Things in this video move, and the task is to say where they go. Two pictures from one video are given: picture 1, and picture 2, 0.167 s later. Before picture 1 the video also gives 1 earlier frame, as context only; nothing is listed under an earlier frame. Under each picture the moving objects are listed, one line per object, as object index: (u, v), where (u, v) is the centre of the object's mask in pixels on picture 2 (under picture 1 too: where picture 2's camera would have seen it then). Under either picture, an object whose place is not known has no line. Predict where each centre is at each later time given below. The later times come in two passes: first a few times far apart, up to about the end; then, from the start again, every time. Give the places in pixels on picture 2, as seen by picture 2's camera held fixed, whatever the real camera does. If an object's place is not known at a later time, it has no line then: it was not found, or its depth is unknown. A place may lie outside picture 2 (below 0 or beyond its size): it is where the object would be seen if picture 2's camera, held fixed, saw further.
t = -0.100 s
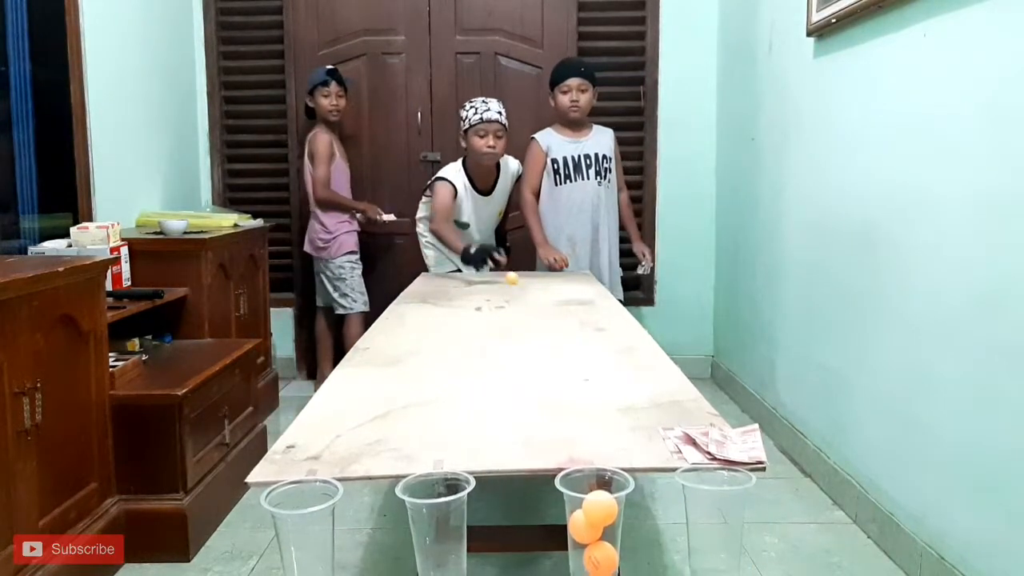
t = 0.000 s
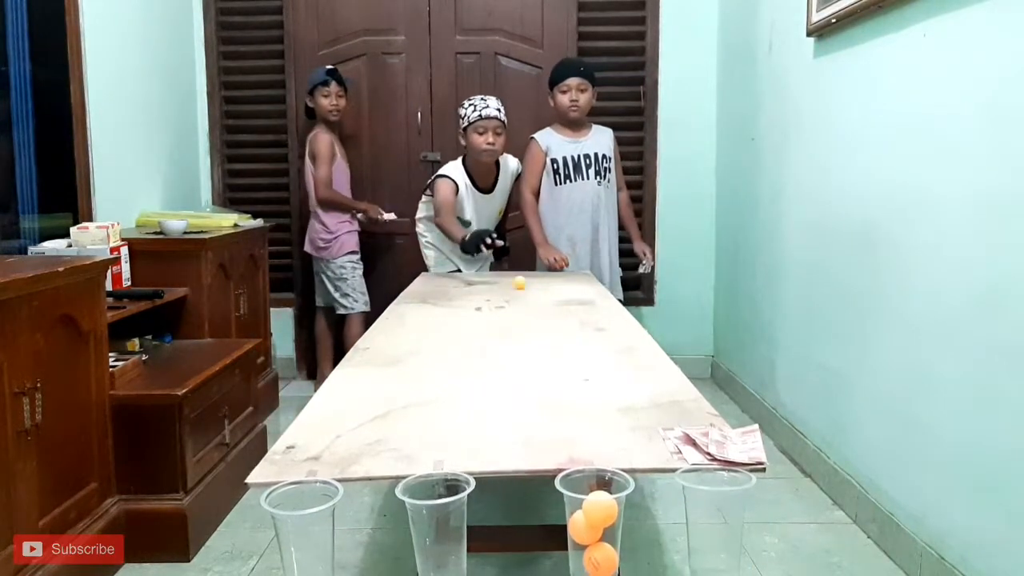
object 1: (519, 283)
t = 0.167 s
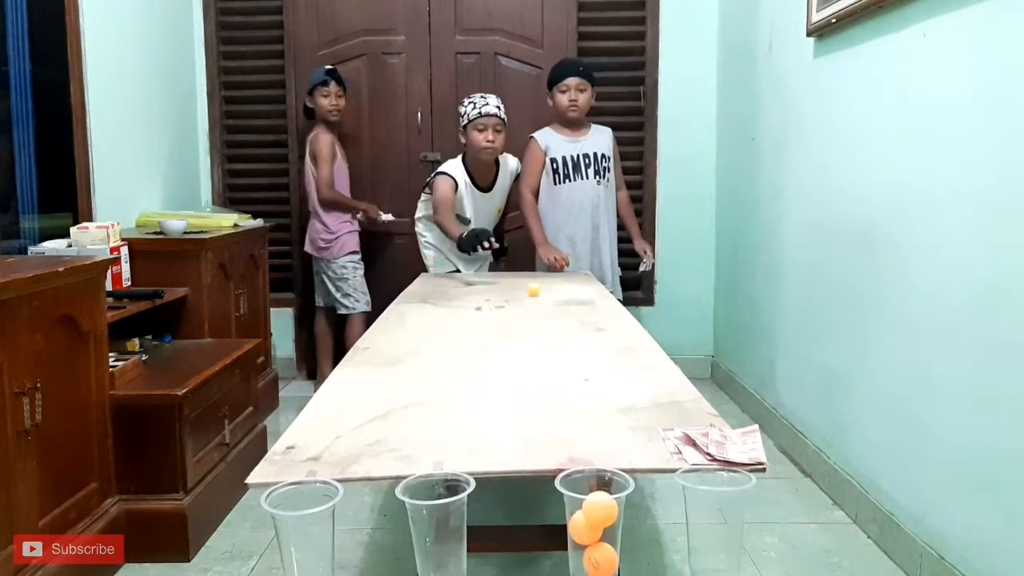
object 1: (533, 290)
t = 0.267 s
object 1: (542, 296)
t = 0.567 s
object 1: (570, 313)
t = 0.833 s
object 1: (598, 332)
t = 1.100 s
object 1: (630, 357)
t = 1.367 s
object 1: (667, 391)
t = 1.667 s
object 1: (706, 431)
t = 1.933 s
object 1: (703, 504)
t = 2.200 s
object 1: (705, 558)
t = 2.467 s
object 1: (715, 557)
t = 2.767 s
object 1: (715, 556)
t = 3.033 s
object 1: (715, 557)
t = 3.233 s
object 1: (715, 557)
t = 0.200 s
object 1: (536, 292)
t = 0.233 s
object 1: (539, 294)
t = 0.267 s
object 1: (542, 296)
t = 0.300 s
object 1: (545, 298)
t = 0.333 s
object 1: (548, 300)
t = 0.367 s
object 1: (551, 301)
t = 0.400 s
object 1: (554, 303)
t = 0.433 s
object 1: (557, 305)
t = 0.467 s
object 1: (560, 307)
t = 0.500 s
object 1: (562, 308)
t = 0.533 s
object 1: (566, 311)
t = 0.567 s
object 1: (570, 313)
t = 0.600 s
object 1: (573, 315)
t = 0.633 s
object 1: (576, 316)
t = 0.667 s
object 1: (580, 319)
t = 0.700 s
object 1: (584, 322)
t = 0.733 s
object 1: (587, 324)
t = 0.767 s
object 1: (591, 326)
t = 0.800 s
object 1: (594, 329)
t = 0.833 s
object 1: (598, 332)
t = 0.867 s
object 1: (602, 335)
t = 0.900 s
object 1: (605, 337)
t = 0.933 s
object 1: (609, 340)
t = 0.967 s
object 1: (613, 343)
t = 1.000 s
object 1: (618, 347)
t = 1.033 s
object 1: (622, 350)
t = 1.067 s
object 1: (625, 353)
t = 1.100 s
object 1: (630, 357)
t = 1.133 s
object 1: (634, 360)
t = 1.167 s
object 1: (638, 364)
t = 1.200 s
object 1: (643, 368)
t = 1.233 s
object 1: (647, 372)
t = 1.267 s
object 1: (652, 377)
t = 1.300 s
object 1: (657, 382)
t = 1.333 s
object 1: (662, 386)
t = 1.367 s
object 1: (667, 391)
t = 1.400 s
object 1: (672, 396)
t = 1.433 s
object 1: (678, 401)
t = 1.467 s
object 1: (683, 407)
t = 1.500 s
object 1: (688, 412)
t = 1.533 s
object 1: (694, 414)
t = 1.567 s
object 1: (699, 419)
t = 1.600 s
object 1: (701, 422)
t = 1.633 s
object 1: (703, 427)
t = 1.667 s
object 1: (706, 431)
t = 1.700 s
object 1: (709, 436)
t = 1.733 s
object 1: (713, 442)
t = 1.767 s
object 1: (715, 447)
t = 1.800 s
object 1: (718, 453)
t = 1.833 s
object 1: (723, 468)
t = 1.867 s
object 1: (724, 485)
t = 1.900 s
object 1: (712, 492)
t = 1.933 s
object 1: (703, 504)
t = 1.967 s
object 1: (708, 518)
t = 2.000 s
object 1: (721, 540)
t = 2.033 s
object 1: (721, 557)
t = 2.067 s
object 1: (708, 553)
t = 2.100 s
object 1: (703, 554)
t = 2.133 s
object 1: (703, 556)
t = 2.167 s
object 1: (703, 557)
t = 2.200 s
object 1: (705, 558)
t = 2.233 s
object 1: (707, 558)
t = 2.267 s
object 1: (709, 558)
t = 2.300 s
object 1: (709, 559)
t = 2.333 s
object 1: (710, 559)
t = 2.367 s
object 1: (712, 558)
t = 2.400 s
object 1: (714, 557)
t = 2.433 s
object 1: (715, 558)
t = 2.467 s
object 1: (715, 557)
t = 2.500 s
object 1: (715, 557)
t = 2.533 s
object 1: (715, 557)
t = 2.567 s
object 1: (715, 556)
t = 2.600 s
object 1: (715, 555)
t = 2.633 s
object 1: (715, 555)
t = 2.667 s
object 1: (715, 555)
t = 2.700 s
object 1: (715, 555)
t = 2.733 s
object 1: (715, 556)
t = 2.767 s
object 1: (715, 556)
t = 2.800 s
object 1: (715, 556)
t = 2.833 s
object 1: (715, 556)
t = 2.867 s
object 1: (716, 557)
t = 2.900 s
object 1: (716, 557)
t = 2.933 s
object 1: (716, 557)
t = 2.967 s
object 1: (716, 557)
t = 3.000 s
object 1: (716, 557)
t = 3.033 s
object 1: (715, 557)
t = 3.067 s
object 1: (715, 557)
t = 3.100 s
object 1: (715, 557)
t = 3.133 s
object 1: (715, 557)
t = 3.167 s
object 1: (715, 557)
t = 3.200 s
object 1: (715, 557)
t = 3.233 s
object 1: (715, 557)
